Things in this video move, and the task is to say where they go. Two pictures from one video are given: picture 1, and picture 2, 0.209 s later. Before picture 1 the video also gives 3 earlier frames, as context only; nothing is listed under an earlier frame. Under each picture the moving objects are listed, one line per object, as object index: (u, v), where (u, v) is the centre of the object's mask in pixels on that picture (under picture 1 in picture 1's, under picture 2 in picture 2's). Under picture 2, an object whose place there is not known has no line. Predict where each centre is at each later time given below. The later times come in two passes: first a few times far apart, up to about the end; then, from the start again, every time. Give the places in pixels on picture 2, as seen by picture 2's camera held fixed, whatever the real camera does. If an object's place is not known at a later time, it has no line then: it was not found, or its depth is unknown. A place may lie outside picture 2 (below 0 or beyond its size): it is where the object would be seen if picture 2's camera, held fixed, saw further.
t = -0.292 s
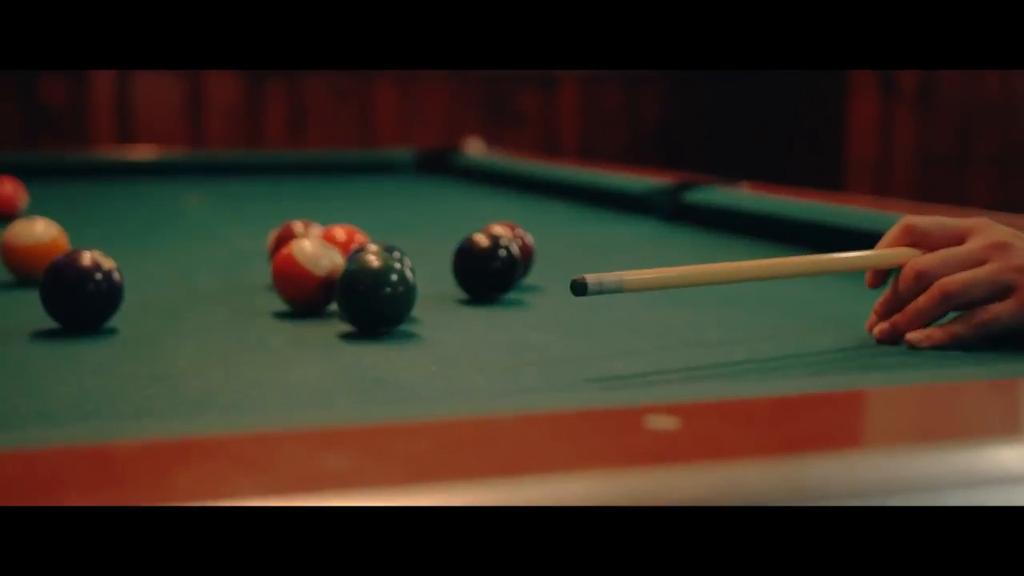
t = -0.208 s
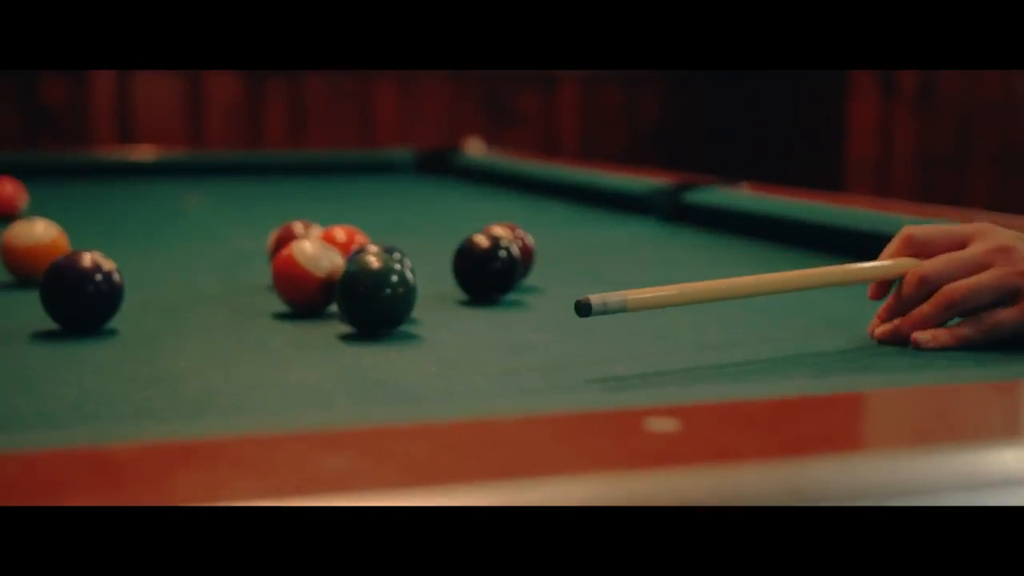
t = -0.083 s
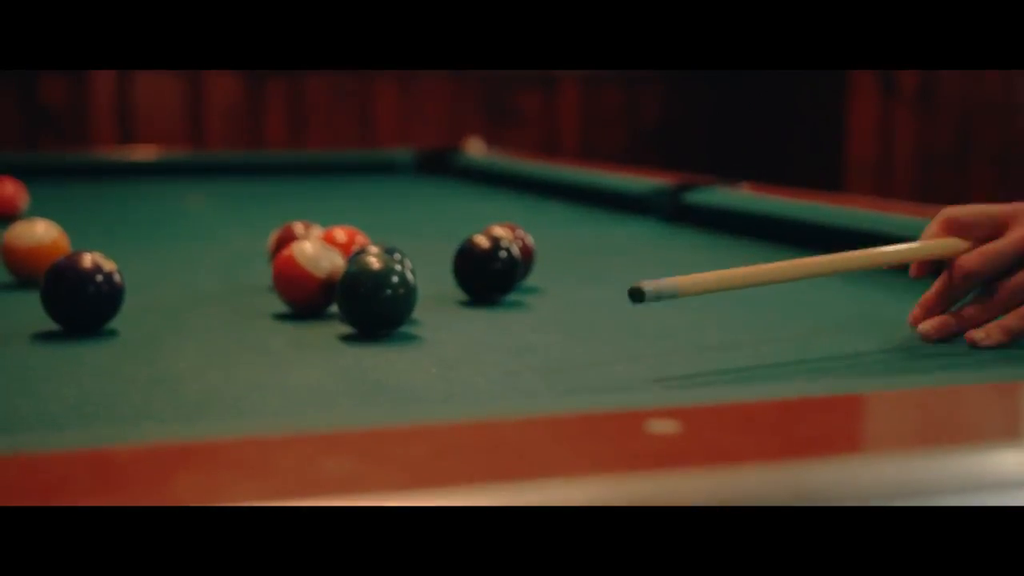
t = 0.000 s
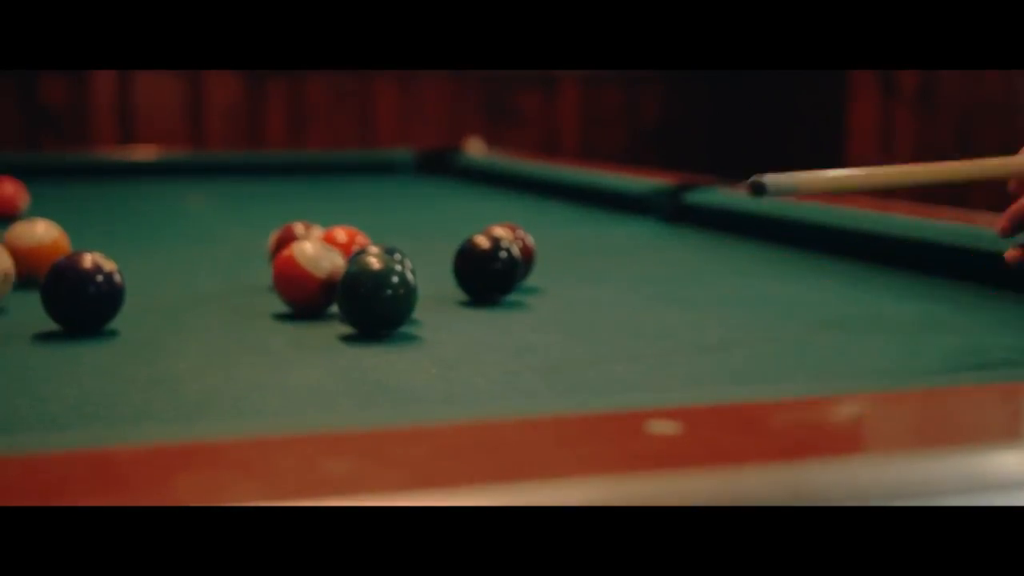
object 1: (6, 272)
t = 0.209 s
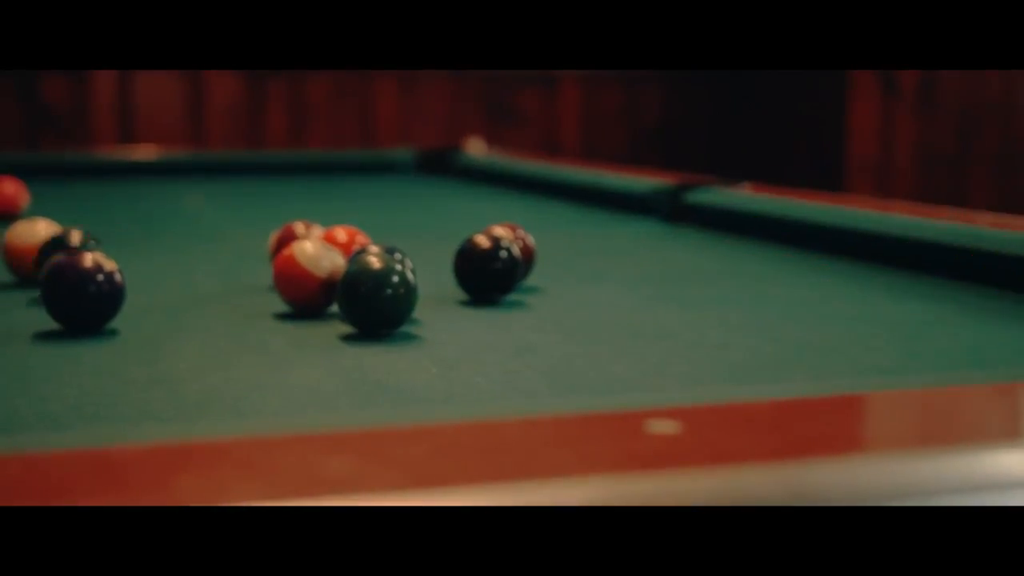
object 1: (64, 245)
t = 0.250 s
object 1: (85, 244)
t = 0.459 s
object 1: (163, 254)
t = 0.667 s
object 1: (221, 247)
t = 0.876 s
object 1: (267, 236)
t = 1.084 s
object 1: (325, 216)
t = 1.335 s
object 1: (369, 221)
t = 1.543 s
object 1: (399, 225)
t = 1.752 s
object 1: (428, 225)
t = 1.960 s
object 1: (449, 223)
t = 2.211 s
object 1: (466, 218)
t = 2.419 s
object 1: (478, 216)
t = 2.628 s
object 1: (489, 214)
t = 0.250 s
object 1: (85, 244)
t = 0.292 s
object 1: (111, 249)
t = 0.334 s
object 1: (123, 252)
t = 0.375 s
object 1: (138, 254)
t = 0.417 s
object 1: (147, 255)
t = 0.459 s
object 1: (163, 254)
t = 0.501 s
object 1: (173, 253)
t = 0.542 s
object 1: (188, 251)
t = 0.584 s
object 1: (198, 250)
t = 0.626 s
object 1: (212, 248)
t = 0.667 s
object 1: (221, 247)
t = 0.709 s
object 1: (235, 246)
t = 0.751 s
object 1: (242, 246)
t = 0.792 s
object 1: (252, 244)
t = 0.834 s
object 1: (258, 242)
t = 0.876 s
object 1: (267, 236)
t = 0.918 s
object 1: (273, 230)
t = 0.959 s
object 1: (292, 219)
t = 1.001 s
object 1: (306, 217)
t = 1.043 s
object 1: (318, 217)
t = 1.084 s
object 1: (325, 216)
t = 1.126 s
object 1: (331, 217)
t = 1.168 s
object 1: (336, 218)
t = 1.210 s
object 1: (346, 218)
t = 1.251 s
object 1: (354, 219)
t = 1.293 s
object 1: (363, 220)
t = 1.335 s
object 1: (369, 221)
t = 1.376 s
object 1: (378, 224)
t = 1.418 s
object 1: (381, 224)
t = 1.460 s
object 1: (388, 224)
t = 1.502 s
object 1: (392, 225)
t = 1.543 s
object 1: (399, 225)
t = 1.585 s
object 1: (404, 225)
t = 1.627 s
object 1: (410, 225)
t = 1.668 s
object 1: (414, 226)
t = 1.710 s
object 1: (424, 225)
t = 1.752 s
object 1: (428, 225)
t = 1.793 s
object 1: (434, 224)
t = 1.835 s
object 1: (437, 224)
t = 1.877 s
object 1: (441, 224)
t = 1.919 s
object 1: (444, 223)
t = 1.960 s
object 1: (449, 223)
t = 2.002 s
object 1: (451, 222)
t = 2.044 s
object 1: (455, 221)
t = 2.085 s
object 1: (457, 220)
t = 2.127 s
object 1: (461, 219)
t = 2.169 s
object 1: (463, 219)
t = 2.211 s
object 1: (466, 218)
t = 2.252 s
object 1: (468, 217)
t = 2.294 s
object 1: (471, 216)
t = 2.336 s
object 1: (473, 216)
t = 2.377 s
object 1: (476, 216)
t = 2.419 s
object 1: (478, 216)
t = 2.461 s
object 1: (482, 215)
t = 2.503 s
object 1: (483, 215)
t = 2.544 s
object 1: (485, 215)
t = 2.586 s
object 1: (487, 215)
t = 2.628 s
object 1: (489, 214)
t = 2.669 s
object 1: (489, 213)
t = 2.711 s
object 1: (490, 213)
